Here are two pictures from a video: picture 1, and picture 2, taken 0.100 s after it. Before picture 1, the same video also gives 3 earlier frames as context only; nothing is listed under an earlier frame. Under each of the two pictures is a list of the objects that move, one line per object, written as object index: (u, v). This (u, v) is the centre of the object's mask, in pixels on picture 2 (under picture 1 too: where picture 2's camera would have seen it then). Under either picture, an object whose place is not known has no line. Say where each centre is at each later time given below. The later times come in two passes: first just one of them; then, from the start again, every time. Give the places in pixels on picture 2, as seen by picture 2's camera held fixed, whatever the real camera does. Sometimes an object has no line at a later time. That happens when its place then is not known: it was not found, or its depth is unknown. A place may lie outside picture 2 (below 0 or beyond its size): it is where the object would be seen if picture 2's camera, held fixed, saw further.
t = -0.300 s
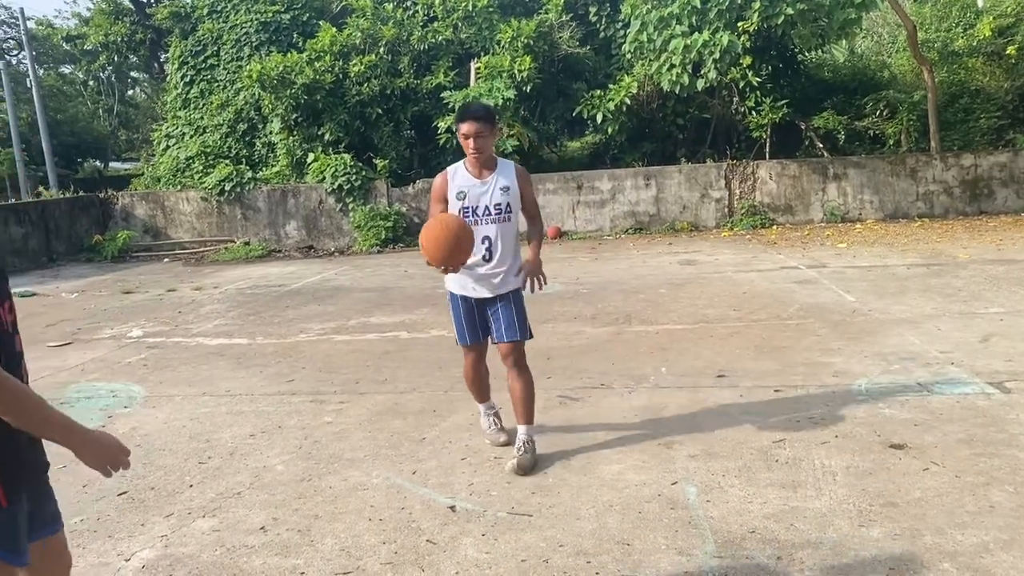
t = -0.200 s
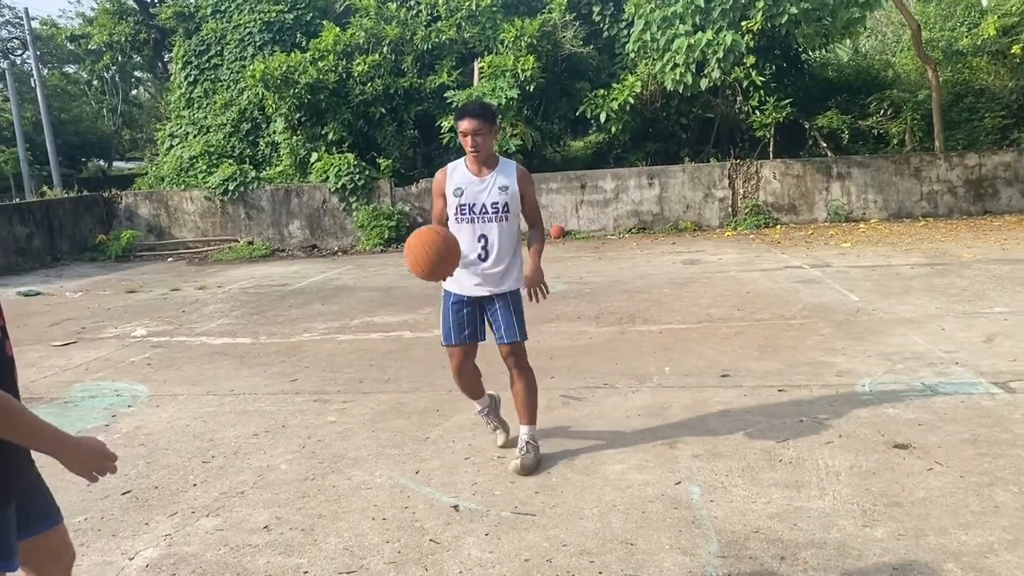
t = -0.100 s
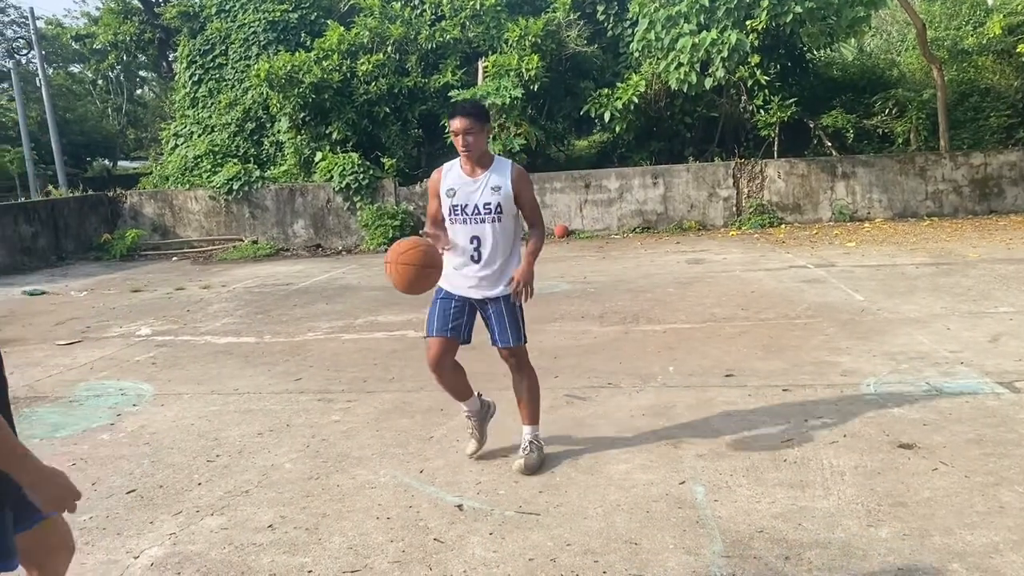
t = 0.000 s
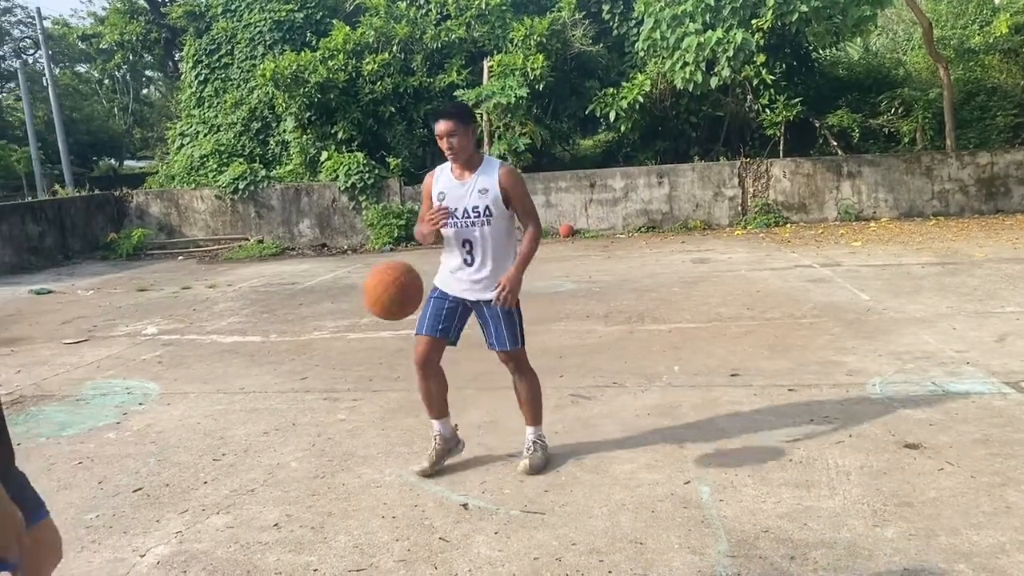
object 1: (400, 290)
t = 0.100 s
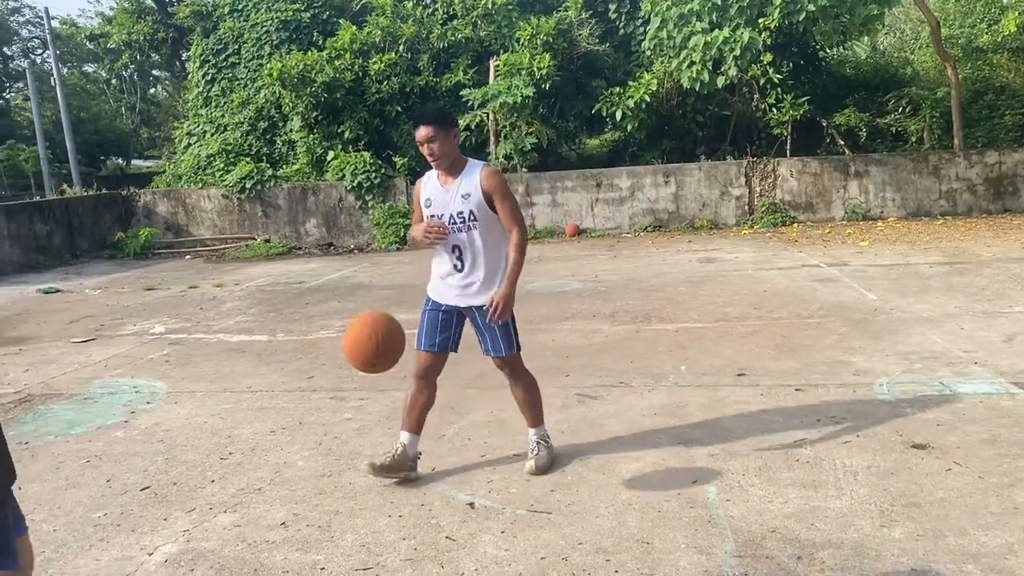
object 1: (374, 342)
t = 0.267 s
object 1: (328, 496)
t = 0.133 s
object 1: (365, 366)
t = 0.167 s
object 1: (356, 393)
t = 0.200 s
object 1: (347, 424)
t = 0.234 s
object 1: (337, 458)
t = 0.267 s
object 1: (328, 496)
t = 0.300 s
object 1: (320, 537)
